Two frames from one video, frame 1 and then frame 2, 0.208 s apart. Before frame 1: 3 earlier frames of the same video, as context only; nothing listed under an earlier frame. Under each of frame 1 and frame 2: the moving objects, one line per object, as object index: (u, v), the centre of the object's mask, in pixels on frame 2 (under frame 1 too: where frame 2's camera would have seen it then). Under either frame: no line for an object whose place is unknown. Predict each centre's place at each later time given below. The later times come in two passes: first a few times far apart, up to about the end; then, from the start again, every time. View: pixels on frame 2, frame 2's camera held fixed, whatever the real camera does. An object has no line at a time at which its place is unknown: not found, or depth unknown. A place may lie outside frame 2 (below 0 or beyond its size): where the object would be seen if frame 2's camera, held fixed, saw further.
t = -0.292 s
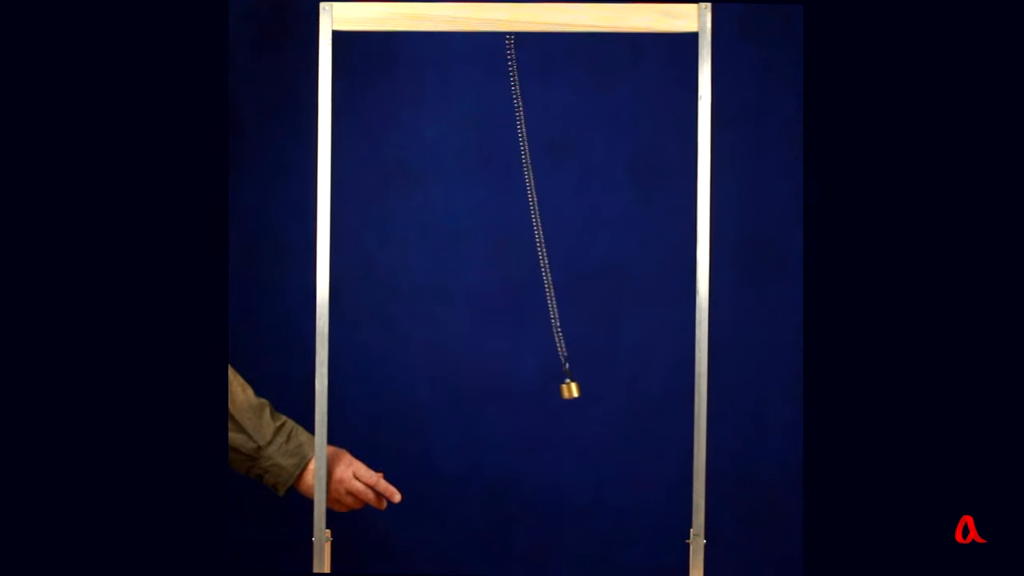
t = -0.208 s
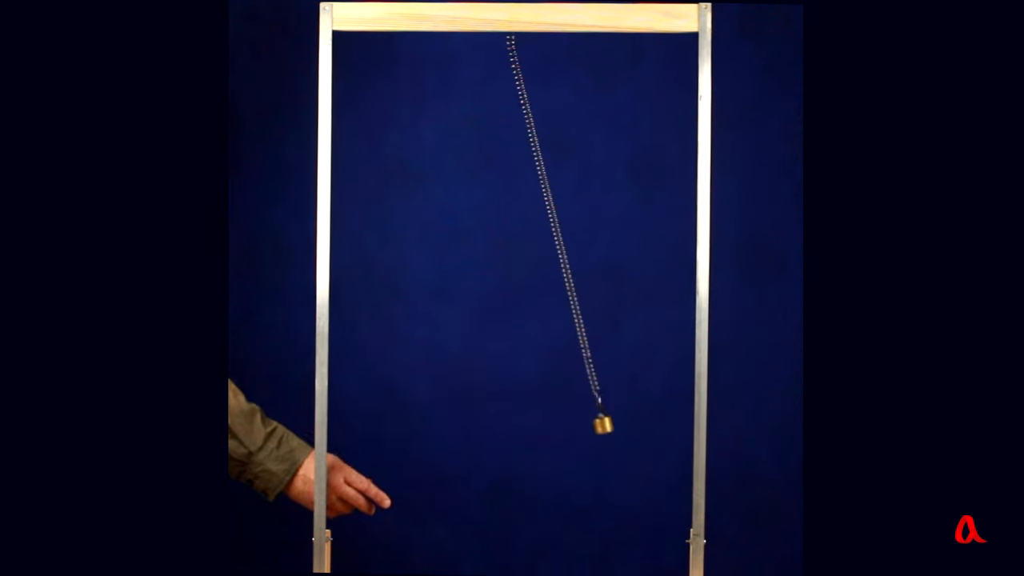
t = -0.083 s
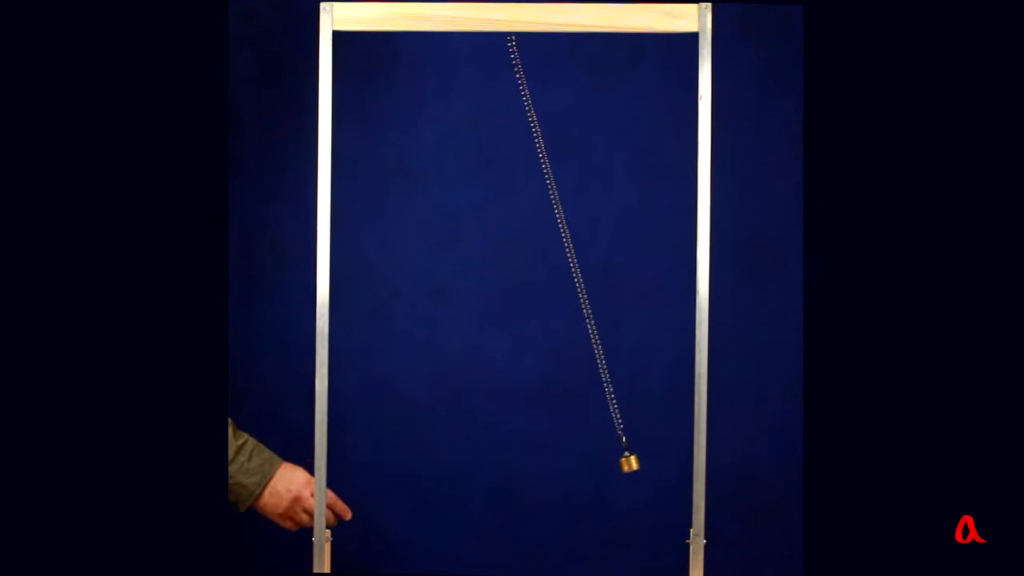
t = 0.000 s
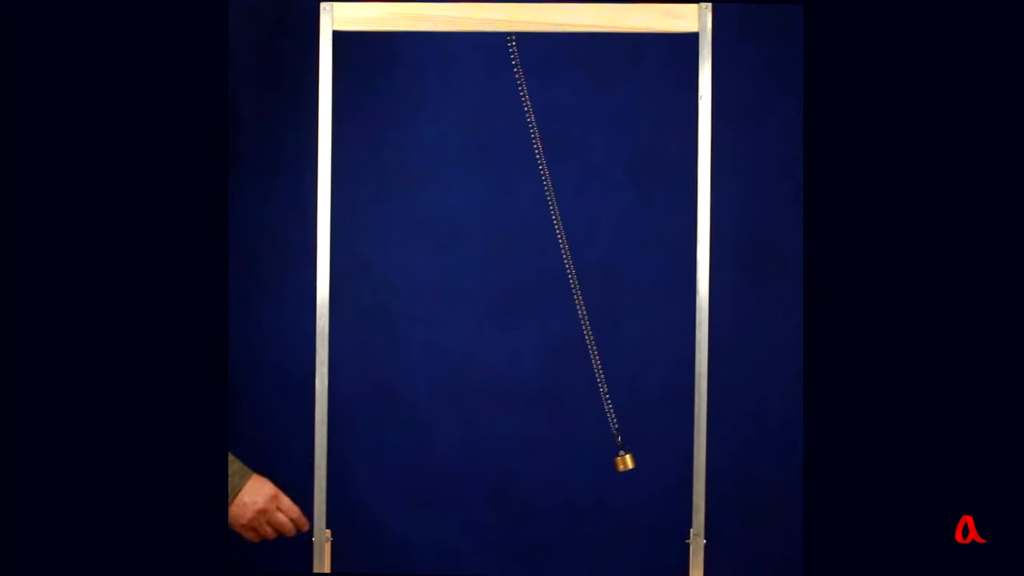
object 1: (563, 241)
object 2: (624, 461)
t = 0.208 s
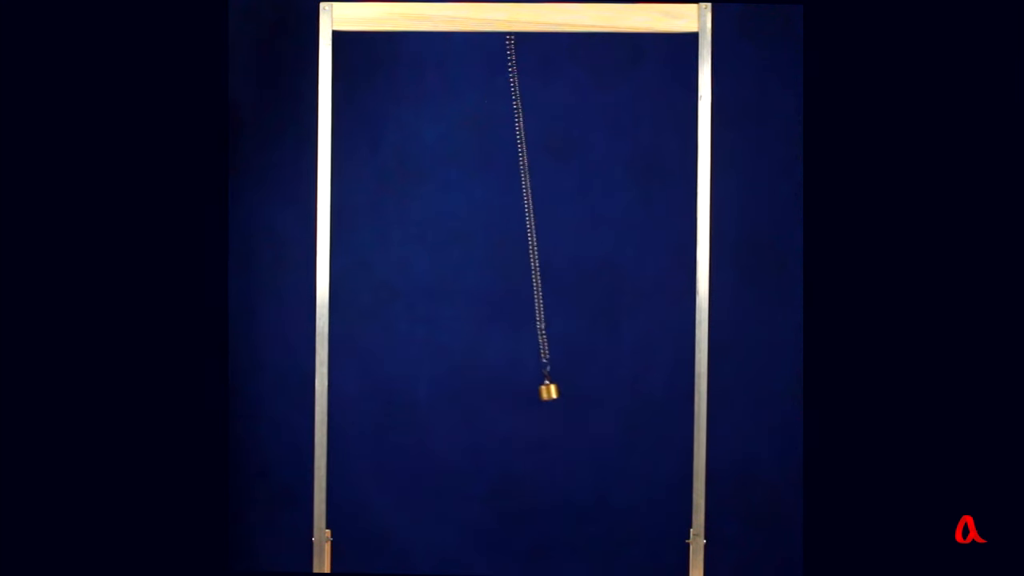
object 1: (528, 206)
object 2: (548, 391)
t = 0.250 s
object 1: (520, 201)
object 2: (528, 379)
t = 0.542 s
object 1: (455, 222)
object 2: (395, 422)
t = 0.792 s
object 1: (458, 230)
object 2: (400, 437)
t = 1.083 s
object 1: (524, 201)
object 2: (545, 379)
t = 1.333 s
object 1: (573, 230)
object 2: (644, 440)
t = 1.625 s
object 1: (541, 212)
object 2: (573, 402)
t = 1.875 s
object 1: (476, 211)
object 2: (435, 397)
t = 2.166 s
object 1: (445, 227)
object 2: (372, 433)
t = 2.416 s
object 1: (491, 202)
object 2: (473, 382)
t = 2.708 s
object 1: (562, 230)
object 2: (622, 439)
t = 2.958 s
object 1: (562, 221)
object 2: (622, 421)
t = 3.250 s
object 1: (499, 205)
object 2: (484, 384)
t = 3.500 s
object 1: (451, 239)
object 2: (388, 454)
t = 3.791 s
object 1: (478, 205)
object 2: (444, 384)
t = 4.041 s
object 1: (532, 212)
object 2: (561, 401)
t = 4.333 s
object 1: (562, 240)
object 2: (620, 459)
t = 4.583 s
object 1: (522, 195)
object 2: (534, 371)
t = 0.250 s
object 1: (520, 201)
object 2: (528, 379)
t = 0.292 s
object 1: (509, 197)
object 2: (507, 371)
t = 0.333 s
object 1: (499, 197)
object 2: (486, 369)
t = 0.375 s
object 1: (489, 199)
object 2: (465, 372)
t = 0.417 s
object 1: (480, 203)
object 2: (445, 380)
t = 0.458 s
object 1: (472, 208)
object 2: (426, 393)
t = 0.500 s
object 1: (463, 214)
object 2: (409, 407)
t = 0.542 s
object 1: (455, 222)
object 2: (395, 422)
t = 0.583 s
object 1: (450, 228)
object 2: (385, 435)
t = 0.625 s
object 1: (448, 233)
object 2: (378, 445)
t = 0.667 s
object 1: (446, 236)
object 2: (377, 450)
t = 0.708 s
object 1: (447, 234)
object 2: (380, 450)
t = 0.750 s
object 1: (451, 234)
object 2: (388, 446)
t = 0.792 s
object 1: (458, 230)
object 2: (400, 437)
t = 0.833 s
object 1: (464, 224)
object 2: (415, 426)
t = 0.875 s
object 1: (473, 218)
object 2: (434, 412)
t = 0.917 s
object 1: (484, 211)
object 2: (455, 399)
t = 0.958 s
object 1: (494, 205)
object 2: (476, 388)
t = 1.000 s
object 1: (504, 203)
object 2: (499, 380)
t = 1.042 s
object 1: (513, 200)
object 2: (522, 377)
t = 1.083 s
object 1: (524, 201)
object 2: (545, 379)
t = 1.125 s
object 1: (535, 204)
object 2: (567, 385)
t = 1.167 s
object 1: (545, 207)
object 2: (588, 394)
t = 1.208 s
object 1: (554, 214)
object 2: (607, 407)
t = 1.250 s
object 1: (561, 220)
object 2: (623, 420)
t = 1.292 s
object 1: (568, 224)
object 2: (636, 431)
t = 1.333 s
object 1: (573, 230)
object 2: (644, 440)
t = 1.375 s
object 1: (574, 233)
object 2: (648, 446)
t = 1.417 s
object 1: (574, 234)
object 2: (646, 447)
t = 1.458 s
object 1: (571, 230)
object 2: (640, 443)
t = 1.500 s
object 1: (566, 228)
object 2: (628, 436)
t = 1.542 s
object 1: (558, 224)
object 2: (613, 425)
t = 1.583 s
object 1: (550, 219)
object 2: (594, 414)
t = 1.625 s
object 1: (541, 212)
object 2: (573, 402)
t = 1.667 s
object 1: (530, 208)
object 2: (551, 392)
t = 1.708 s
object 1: (518, 206)
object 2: (528, 386)
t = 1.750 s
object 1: (507, 204)
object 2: (504, 383)
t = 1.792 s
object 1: (497, 204)
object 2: (480, 383)
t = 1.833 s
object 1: (486, 206)
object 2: (457, 389)
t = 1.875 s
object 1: (476, 211)
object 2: (435, 397)
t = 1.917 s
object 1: (465, 215)
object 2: (415, 407)
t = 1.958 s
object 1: (457, 220)
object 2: (397, 418)
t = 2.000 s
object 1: (450, 226)
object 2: (383, 427)
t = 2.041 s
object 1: (446, 226)
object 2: (373, 434)
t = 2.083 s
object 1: (442, 227)
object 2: (368, 437)
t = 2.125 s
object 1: (442, 228)
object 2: (367, 437)
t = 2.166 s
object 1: (445, 227)
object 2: (372, 433)
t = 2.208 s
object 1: (448, 224)
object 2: (381, 425)
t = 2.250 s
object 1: (453, 221)
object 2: (394, 416)
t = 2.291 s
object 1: (462, 214)
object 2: (410, 405)
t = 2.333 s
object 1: (472, 211)
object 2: (429, 395)
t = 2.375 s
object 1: (481, 205)
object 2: (450, 387)
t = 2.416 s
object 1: (491, 202)
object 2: (473, 382)
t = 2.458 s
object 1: (502, 203)
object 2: (496, 381)
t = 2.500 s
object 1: (514, 204)
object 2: (520, 385)
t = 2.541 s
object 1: (525, 209)
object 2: (543, 393)
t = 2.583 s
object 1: (534, 212)
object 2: (566, 403)
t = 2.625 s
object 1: (544, 219)
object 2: (587, 416)
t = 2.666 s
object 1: (554, 225)
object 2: (606, 428)
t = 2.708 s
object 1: (562, 230)
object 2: (622, 439)
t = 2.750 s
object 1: (567, 233)
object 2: (634, 447)
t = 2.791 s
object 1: (571, 235)
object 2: (641, 451)
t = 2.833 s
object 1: (573, 235)
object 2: (643, 449)
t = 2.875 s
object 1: (572, 232)
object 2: (641, 444)
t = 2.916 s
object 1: (568, 228)
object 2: (633, 434)
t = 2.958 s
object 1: (562, 221)
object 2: (622, 421)
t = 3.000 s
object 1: (556, 216)
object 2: (607, 408)
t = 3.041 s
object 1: (547, 208)
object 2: (590, 395)
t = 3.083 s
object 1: (537, 203)
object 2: (570, 384)
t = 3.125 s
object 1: (528, 200)
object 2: (549, 377)
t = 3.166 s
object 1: (519, 200)
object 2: (528, 374)
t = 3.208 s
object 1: (509, 202)
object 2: (506, 377)
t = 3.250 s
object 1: (499, 205)
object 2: (484, 384)
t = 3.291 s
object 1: (488, 210)
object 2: (463, 396)
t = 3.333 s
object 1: (479, 216)
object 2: (443, 410)
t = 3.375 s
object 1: (470, 224)
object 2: (424, 424)
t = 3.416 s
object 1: (462, 230)
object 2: (408, 438)
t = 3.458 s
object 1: (455, 236)
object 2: (396, 448)
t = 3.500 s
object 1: (451, 239)
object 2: (388, 454)
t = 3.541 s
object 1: (450, 239)
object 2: (384, 454)
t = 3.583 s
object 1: (449, 238)
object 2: (384, 450)
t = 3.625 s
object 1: (452, 232)
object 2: (390, 441)
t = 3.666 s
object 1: (456, 226)
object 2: (399, 428)
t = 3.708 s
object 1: (463, 218)
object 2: (411, 413)
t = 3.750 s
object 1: (470, 210)
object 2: (426, 398)
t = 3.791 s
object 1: (478, 205)
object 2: (444, 384)
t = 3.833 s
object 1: (487, 199)
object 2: (463, 374)
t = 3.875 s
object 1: (496, 197)
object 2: (482, 368)
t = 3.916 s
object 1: (506, 195)
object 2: (502, 368)
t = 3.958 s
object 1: (514, 199)
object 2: (522, 374)
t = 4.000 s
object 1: (523, 205)
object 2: (542, 386)
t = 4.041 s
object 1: (532, 212)
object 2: (561, 401)
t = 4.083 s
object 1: (542, 221)
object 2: (579, 419)
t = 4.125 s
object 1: (550, 227)
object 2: (595, 436)
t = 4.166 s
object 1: (556, 237)
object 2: (608, 450)
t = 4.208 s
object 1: (560, 241)
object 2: (617, 461)
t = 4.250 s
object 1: (564, 242)
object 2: (623, 466)
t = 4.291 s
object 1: (564, 242)
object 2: (624, 465)
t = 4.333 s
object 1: (562, 240)
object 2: (620, 459)
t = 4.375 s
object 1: (559, 234)
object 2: (612, 447)
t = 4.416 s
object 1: (553, 226)
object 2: (601, 431)
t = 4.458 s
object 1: (546, 216)
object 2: (587, 414)
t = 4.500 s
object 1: (538, 209)
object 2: (571, 397)
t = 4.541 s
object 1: (530, 201)
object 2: (553, 382)
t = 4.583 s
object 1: (522, 195)
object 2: (534, 371)
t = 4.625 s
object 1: (513, 195)
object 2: (515, 366)
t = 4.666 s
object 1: (504, 196)
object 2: (496, 366)
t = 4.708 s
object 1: (495, 198)
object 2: (477, 374)
